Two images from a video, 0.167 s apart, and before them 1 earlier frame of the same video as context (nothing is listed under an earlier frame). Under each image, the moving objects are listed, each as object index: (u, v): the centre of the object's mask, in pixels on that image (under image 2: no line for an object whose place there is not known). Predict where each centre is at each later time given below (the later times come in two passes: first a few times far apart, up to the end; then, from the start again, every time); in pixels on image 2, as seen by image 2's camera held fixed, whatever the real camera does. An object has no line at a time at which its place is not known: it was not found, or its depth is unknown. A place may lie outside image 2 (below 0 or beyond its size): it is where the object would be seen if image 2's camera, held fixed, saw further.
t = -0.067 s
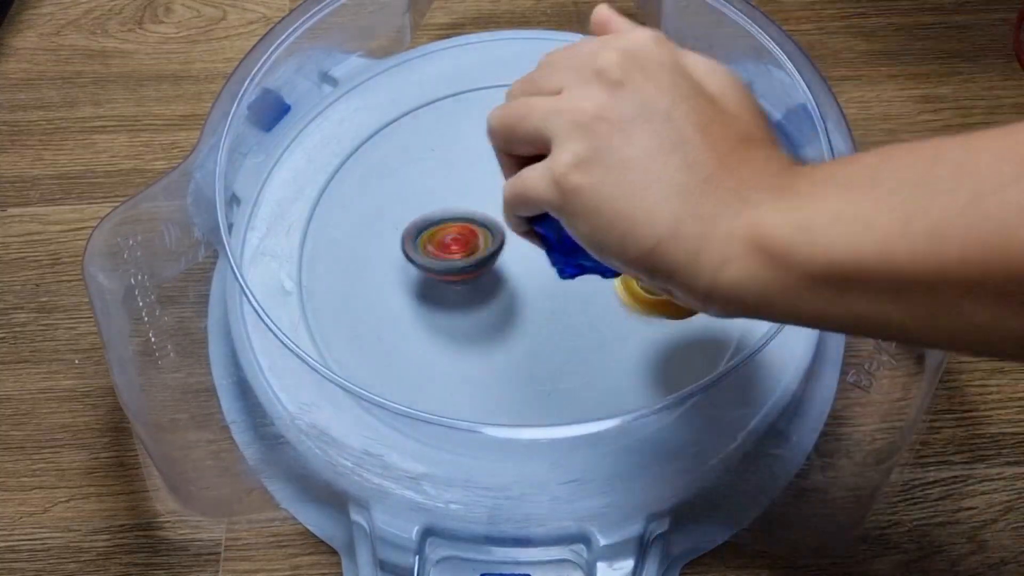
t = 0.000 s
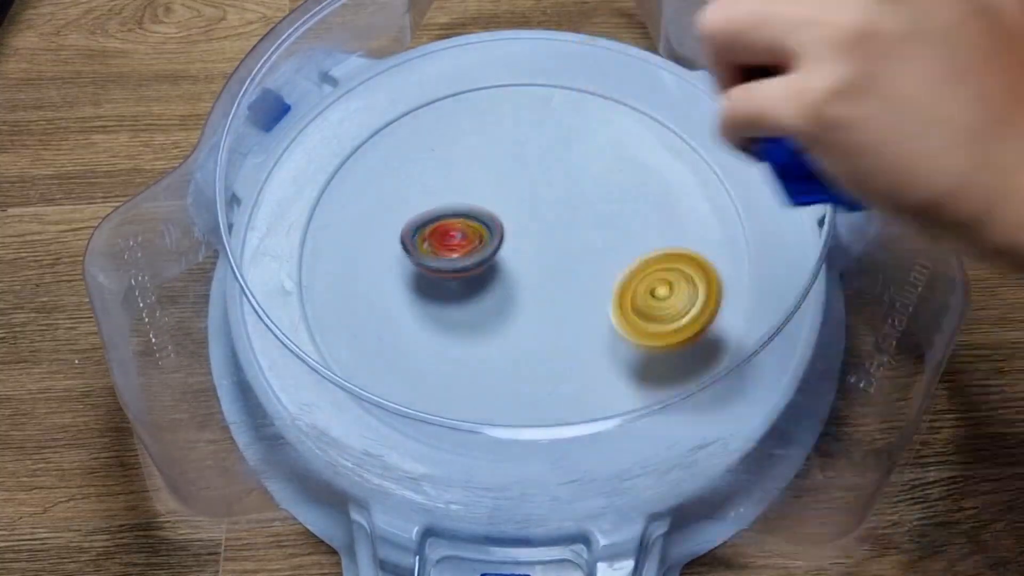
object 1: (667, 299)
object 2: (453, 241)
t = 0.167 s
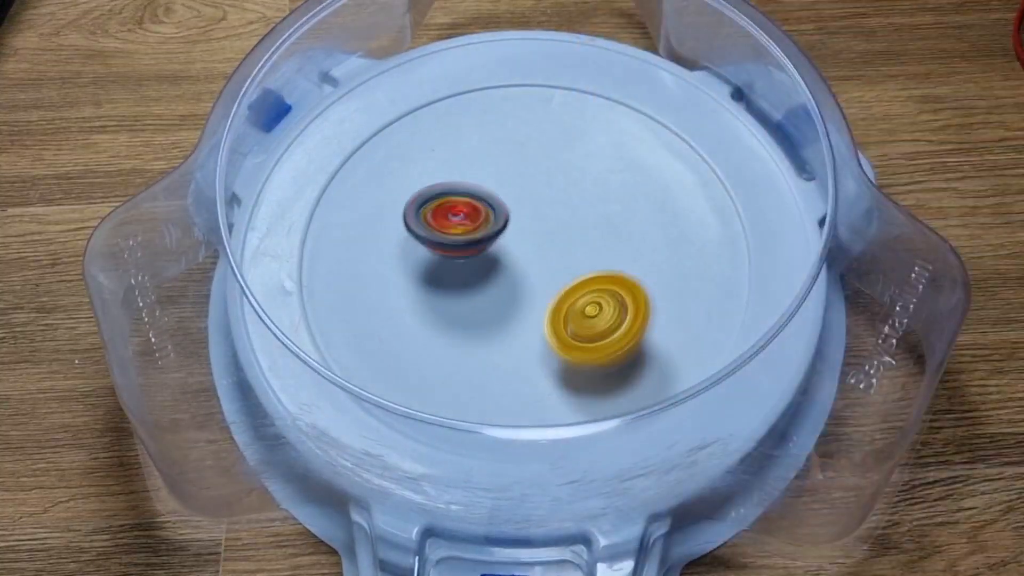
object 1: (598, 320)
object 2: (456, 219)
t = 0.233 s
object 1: (559, 321)
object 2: (465, 232)
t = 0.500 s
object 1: (434, 401)
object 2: (487, 166)
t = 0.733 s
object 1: (501, 332)
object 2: (478, 150)
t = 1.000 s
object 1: (547, 291)
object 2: (463, 174)
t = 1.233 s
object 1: (464, 356)
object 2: (459, 195)
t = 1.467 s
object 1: (455, 389)
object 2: (501, 206)
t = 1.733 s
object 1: (547, 346)
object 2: (559, 181)
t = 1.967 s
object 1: (367, 183)
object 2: (605, 135)
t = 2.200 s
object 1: (293, 226)
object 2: (598, 124)
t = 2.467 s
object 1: (504, 333)
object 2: (528, 216)
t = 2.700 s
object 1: (714, 140)
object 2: (542, 255)
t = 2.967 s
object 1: (457, 20)
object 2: (604, 238)
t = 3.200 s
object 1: (495, 182)
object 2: (603, 240)
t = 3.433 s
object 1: (409, 174)
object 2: (745, 375)
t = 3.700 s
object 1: (534, 268)
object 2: (812, 487)
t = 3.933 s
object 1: (635, 151)
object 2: (809, 493)
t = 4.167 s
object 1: (489, 124)
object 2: (840, 488)
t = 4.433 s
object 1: (514, 340)
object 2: (842, 491)
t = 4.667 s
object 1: (739, 252)
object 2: (886, 433)
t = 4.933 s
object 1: (494, 127)
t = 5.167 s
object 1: (336, 328)
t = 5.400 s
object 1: (565, 456)
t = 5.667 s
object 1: (711, 217)
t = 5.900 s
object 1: (451, 75)
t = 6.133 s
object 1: (278, 258)
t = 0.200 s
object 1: (579, 324)
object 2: (462, 223)
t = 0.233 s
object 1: (559, 321)
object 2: (465, 232)
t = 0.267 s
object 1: (538, 322)
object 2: (469, 220)
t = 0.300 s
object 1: (517, 318)
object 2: (473, 221)
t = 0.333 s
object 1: (497, 319)
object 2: (478, 231)
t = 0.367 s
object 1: (479, 342)
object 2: (485, 225)
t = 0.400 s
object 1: (461, 365)
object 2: (484, 205)
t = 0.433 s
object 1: (449, 380)
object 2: (487, 197)
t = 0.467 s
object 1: (436, 403)
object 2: (487, 184)
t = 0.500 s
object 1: (434, 401)
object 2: (487, 166)
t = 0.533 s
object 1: (437, 394)
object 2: (486, 157)
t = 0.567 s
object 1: (442, 399)
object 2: (487, 158)
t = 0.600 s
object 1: (454, 380)
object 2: (486, 147)
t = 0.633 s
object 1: (462, 375)
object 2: (484, 148)
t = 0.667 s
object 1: (472, 367)
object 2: (483, 142)
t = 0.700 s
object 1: (487, 351)
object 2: (478, 139)
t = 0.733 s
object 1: (501, 332)
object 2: (478, 150)
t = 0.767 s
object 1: (515, 316)
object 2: (476, 161)
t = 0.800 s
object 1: (527, 298)
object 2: (476, 158)
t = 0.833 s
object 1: (533, 283)
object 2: (473, 166)
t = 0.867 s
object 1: (538, 269)
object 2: (476, 187)
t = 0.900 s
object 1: (542, 267)
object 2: (472, 186)
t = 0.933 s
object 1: (550, 277)
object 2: (470, 178)
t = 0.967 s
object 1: (549, 284)
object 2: (466, 183)
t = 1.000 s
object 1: (547, 291)
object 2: (463, 174)
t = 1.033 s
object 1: (544, 303)
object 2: (460, 167)
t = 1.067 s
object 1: (533, 311)
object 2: (456, 170)
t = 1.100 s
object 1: (524, 321)
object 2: (457, 187)
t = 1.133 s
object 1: (508, 329)
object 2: (454, 175)
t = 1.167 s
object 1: (492, 339)
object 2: (456, 175)
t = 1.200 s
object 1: (479, 349)
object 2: (455, 186)
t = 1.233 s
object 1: (464, 356)
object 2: (459, 195)
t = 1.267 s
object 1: (452, 365)
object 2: (464, 199)
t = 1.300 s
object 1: (446, 370)
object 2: (469, 197)
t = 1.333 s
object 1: (444, 375)
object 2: (478, 202)
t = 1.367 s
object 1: (443, 379)
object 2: (480, 201)
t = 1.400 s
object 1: (443, 382)
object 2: (487, 198)
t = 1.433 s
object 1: (448, 384)
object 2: (495, 209)
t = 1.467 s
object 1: (455, 389)
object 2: (501, 206)
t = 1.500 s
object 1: (461, 402)
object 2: (511, 208)
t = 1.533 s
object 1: (473, 406)
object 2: (517, 201)
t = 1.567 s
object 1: (487, 405)
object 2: (523, 196)
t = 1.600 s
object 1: (502, 396)
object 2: (532, 201)
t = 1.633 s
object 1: (515, 391)
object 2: (538, 197)
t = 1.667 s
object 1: (527, 384)
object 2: (546, 194)
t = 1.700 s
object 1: (540, 369)
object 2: (554, 190)
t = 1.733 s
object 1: (547, 346)
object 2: (559, 181)
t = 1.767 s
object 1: (547, 320)
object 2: (562, 175)
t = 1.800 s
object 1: (540, 292)
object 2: (566, 174)
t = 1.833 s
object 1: (528, 263)
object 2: (569, 167)
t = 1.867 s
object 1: (508, 237)
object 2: (570, 167)
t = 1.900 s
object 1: (461, 216)
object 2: (583, 157)
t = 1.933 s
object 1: (415, 199)
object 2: (596, 146)
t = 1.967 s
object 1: (367, 183)
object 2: (605, 135)
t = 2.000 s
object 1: (324, 173)
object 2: (610, 132)
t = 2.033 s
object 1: (303, 165)
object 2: (614, 119)
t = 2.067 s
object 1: (287, 171)
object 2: (617, 119)
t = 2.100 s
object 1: (283, 181)
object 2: (616, 113)
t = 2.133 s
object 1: (287, 195)
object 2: (609, 111)
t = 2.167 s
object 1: (291, 210)
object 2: (604, 122)
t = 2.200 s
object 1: (293, 226)
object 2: (598, 124)
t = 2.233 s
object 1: (298, 243)
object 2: (592, 133)
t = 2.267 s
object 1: (304, 260)
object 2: (583, 143)
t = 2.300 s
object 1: (318, 284)
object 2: (572, 151)
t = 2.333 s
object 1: (339, 305)
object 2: (563, 159)
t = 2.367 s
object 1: (366, 325)
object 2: (553, 176)
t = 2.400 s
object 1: (408, 338)
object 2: (547, 183)
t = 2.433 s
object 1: (456, 344)
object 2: (538, 202)
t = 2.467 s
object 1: (504, 333)
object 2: (528, 216)
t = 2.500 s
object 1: (552, 318)
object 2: (524, 226)
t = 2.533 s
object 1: (597, 302)
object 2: (519, 238)
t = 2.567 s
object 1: (635, 277)
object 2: (522, 237)
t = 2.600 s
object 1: (669, 249)
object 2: (525, 250)
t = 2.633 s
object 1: (694, 215)
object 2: (529, 247)
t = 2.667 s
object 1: (706, 177)
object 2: (535, 245)
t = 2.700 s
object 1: (714, 140)
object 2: (542, 255)
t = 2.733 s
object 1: (692, 106)
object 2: (547, 255)
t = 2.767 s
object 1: (668, 86)
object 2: (554, 250)
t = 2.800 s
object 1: (639, 68)
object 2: (561, 255)
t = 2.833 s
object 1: (608, 49)
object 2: (569, 247)
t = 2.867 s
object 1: (571, 31)
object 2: (581, 234)
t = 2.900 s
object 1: (532, 22)
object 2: (591, 233)
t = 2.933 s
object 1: (487, 20)
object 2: (600, 243)
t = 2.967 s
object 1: (457, 20)
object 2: (604, 238)
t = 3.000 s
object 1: (471, 29)
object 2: (607, 239)
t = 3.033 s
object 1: (482, 45)
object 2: (608, 239)
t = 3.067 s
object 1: (487, 68)
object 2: (609, 238)
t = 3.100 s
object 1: (492, 97)
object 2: (610, 234)
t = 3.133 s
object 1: (493, 129)
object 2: (609, 240)
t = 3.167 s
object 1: (492, 156)
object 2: (607, 238)
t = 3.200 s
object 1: (495, 182)
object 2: (603, 240)
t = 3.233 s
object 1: (504, 210)
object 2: (600, 241)
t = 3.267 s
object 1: (483, 194)
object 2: (624, 272)
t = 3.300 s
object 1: (460, 178)
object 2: (652, 298)
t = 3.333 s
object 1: (443, 166)
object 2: (678, 323)
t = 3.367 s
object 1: (428, 162)
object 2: (701, 342)
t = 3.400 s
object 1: (418, 165)
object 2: (725, 359)
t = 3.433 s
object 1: (409, 174)
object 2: (745, 375)
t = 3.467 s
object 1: (403, 188)
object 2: (765, 373)
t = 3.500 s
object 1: (405, 205)
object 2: (777, 383)
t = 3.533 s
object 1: (413, 224)
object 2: (783, 402)
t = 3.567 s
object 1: (430, 241)
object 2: (813, 429)
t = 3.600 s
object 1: (451, 254)
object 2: (818, 443)
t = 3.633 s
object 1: (476, 264)
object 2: (820, 459)
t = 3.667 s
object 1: (505, 269)
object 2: (817, 475)
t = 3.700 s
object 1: (534, 268)
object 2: (812, 487)
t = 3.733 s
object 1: (564, 261)
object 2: (817, 485)
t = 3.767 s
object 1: (591, 248)
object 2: (818, 486)
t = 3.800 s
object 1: (612, 232)
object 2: (816, 486)
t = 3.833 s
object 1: (627, 213)
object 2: (809, 494)
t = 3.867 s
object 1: (636, 194)
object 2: (807, 497)
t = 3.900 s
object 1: (639, 172)
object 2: (806, 502)
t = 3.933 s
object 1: (635, 151)
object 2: (809, 493)
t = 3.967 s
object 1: (624, 131)
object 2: (812, 489)
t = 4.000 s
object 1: (608, 116)
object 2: (818, 491)
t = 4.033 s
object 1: (587, 105)
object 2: (826, 498)
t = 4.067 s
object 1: (563, 101)
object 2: (833, 495)
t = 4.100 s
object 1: (537, 103)
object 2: (836, 494)
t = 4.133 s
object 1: (512, 111)
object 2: (836, 491)
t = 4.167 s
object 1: (489, 124)
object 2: (840, 488)
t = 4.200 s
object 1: (468, 142)
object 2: (833, 483)
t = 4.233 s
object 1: (452, 166)
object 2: (827, 479)
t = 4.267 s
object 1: (441, 194)
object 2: (824, 469)
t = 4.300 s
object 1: (438, 224)
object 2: (821, 468)
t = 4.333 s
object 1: (441, 256)
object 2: (824, 484)
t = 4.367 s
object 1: (456, 289)
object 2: (830, 489)
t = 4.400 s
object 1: (482, 318)
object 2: (836, 491)
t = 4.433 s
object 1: (514, 340)
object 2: (842, 491)
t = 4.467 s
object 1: (553, 355)
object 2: (851, 486)
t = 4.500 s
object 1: (597, 359)
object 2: (860, 479)
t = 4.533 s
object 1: (641, 356)
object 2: (866, 472)
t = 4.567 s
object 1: (683, 340)
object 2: (871, 464)
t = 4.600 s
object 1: (717, 317)
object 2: (876, 452)
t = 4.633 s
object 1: (736, 286)
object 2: (881, 443)
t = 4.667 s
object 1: (739, 252)
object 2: (886, 433)
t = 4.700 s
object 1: (733, 218)
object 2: (888, 422)
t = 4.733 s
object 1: (719, 188)
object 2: (889, 414)
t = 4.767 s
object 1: (695, 163)
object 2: (885, 404)
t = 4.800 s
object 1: (664, 144)
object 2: (887, 395)
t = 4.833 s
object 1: (627, 128)
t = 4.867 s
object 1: (583, 120)
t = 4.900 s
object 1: (539, 121)
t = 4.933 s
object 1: (494, 127)
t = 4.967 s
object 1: (451, 141)
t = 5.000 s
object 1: (408, 161)
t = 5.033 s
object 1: (374, 188)
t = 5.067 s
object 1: (346, 219)
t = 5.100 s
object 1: (328, 255)
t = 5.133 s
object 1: (318, 294)
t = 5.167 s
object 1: (336, 328)
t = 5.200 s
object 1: (356, 366)
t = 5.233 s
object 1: (381, 402)
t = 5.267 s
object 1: (412, 431)
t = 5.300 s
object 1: (446, 448)
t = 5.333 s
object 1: (483, 459)
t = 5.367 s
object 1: (526, 464)
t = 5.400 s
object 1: (565, 456)
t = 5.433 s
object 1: (603, 446)
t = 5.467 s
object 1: (640, 425)
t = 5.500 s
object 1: (667, 398)
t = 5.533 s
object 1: (691, 369)
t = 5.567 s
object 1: (706, 330)
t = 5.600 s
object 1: (722, 299)
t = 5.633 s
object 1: (723, 257)
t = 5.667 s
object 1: (711, 217)
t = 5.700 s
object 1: (692, 179)
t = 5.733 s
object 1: (662, 146)
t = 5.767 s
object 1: (627, 119)
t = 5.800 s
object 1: (587, 95)
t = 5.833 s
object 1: (543, 81)
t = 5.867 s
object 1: (497, 70)
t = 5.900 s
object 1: (451, 75)
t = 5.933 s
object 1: (408, 92)
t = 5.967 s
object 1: (363, 116)
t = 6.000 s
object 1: (327, 144)
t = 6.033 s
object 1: (297, 171)
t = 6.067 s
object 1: (277, 201)
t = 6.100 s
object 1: (272, 229)
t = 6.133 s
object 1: (278, 258)
